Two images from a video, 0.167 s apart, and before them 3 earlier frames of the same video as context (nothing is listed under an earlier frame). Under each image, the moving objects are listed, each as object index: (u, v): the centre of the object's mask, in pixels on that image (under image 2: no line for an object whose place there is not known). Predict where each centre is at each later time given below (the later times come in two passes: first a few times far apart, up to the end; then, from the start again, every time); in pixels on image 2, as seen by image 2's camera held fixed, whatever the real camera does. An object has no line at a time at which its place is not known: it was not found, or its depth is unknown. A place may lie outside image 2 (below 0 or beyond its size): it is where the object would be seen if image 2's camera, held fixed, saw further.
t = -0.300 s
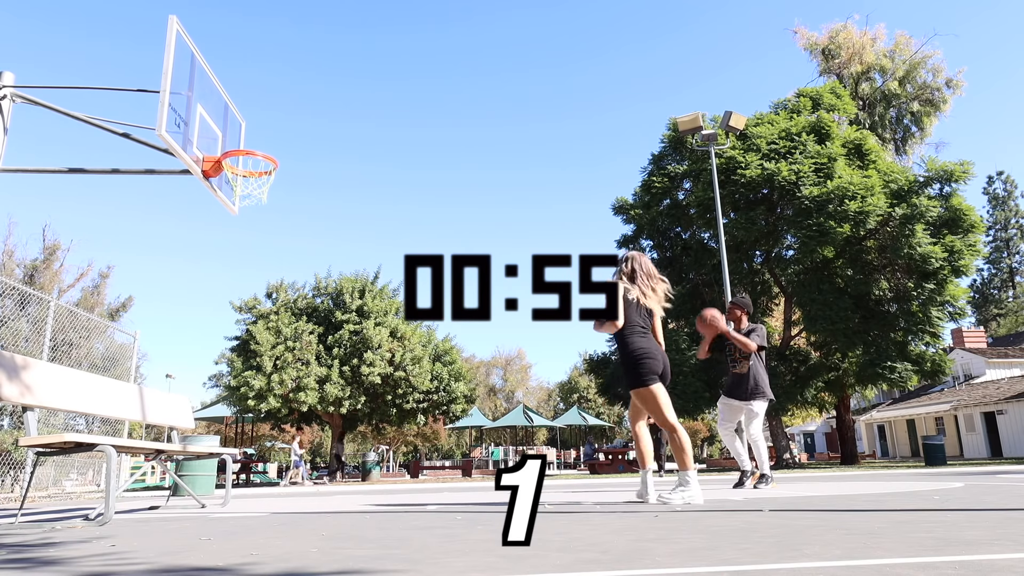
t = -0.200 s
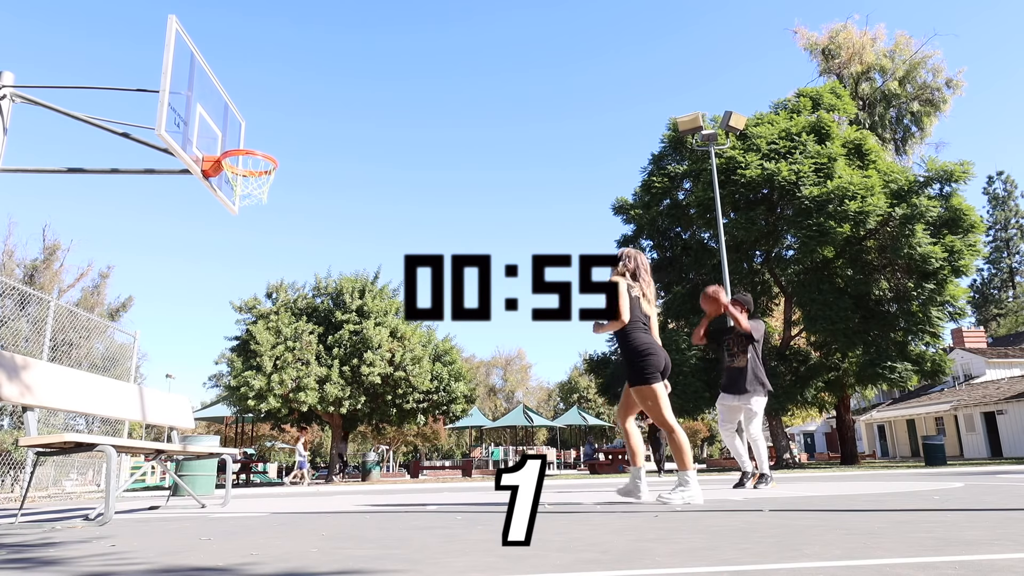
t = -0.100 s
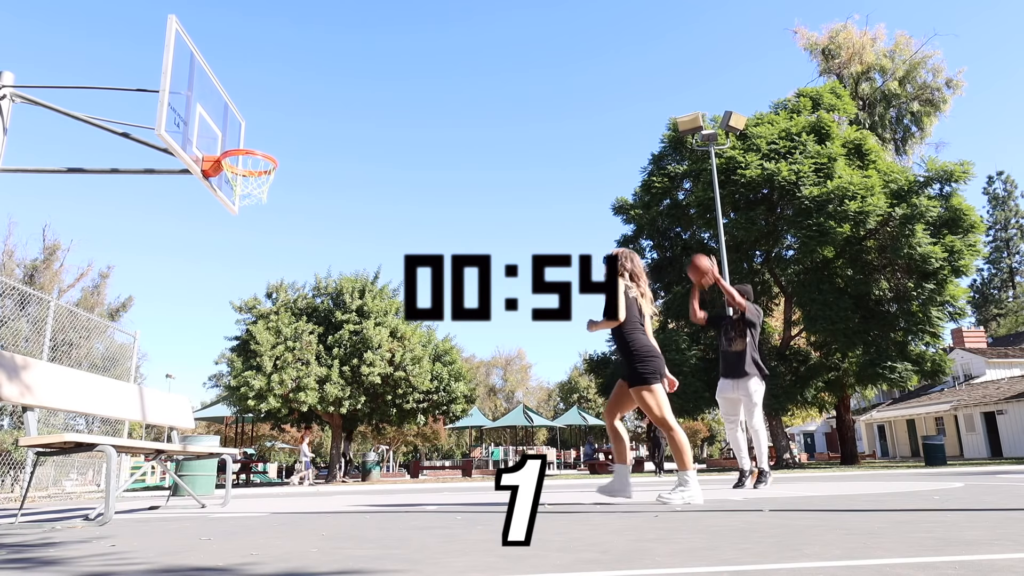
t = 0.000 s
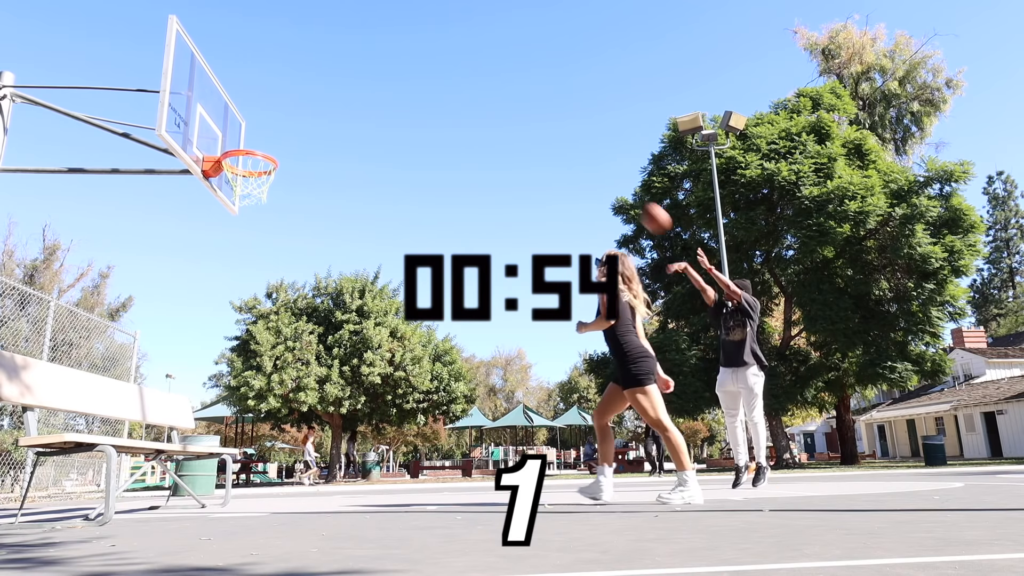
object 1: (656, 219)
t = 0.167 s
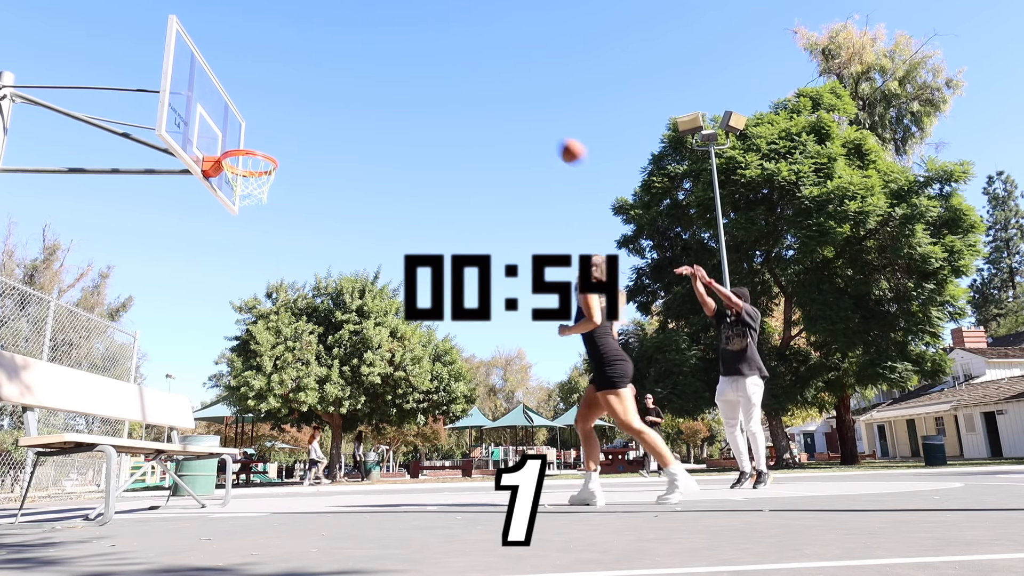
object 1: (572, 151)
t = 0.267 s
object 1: (524, 124)
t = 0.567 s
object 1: (384, 98)
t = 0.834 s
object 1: (255, 142)
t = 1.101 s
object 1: (283, 197)
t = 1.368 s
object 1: (294, 261)
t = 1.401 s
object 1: (296, 274)
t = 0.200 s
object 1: (556, 141)
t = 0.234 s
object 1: (540, 132)
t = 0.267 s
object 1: (524, 124)
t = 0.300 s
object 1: (508, 118)
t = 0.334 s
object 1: (493, 111)
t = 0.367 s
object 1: (477, 106)
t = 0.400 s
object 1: (462, 102)
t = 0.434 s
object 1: (446, 100)
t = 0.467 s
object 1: (430, 98)
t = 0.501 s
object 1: (415, 97)
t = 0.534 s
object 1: (400, 97)
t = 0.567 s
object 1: (384, 98)
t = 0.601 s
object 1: (368, 100)
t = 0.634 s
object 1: (353, 103)
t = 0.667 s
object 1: (336, 107)
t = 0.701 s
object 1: (320, 113)
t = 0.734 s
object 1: (304, 119)
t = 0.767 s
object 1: (288, 126)
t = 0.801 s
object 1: (271, 135)
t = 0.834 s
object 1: (255, 142)
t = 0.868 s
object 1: (237, 157)
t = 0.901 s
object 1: (242, 166)
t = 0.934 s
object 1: (256, 174)
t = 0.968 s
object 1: (270, 185)
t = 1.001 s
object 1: (276, 189)
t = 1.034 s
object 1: (279, 193)
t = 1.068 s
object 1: (281, 194)
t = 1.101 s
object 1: (283, 197)
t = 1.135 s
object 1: (284, 201)
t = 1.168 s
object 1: (286, 206)
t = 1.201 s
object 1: (287, 212)
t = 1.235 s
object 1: (289, 220)
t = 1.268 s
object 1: (290, 228)
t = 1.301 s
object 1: (292, 238)
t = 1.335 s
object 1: (293, 249)
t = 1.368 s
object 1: (294, 261)
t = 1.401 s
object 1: (296, 274)
